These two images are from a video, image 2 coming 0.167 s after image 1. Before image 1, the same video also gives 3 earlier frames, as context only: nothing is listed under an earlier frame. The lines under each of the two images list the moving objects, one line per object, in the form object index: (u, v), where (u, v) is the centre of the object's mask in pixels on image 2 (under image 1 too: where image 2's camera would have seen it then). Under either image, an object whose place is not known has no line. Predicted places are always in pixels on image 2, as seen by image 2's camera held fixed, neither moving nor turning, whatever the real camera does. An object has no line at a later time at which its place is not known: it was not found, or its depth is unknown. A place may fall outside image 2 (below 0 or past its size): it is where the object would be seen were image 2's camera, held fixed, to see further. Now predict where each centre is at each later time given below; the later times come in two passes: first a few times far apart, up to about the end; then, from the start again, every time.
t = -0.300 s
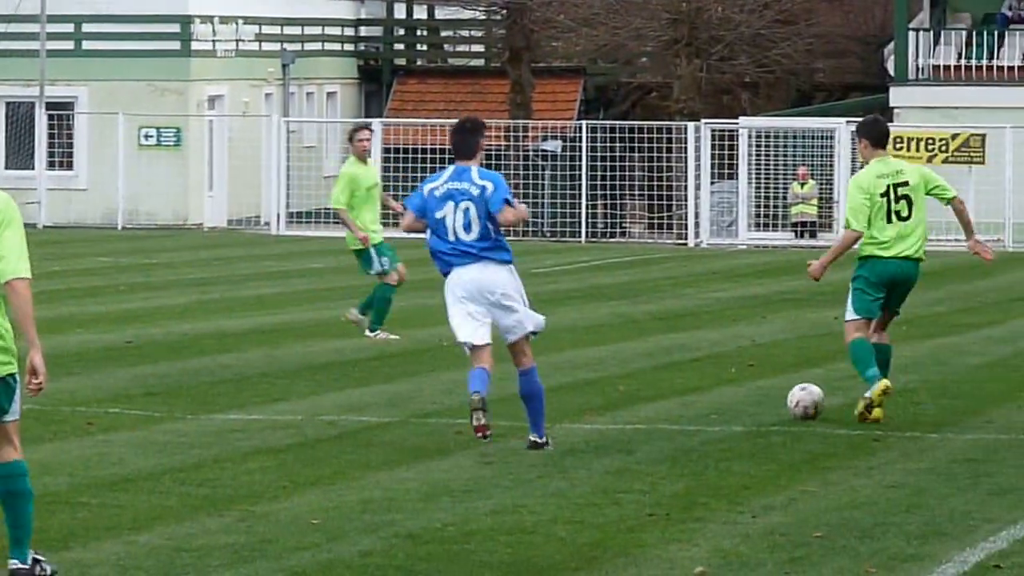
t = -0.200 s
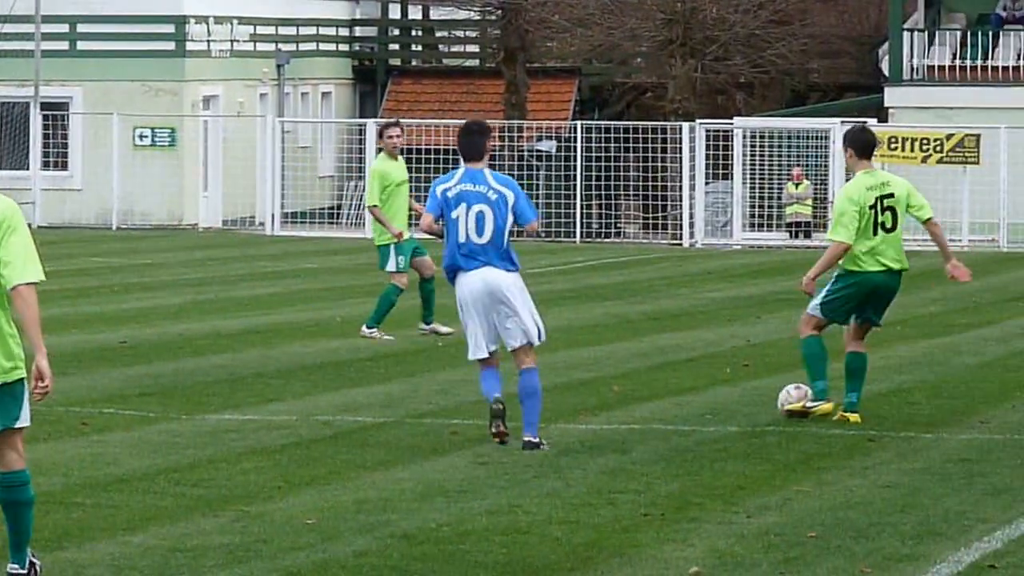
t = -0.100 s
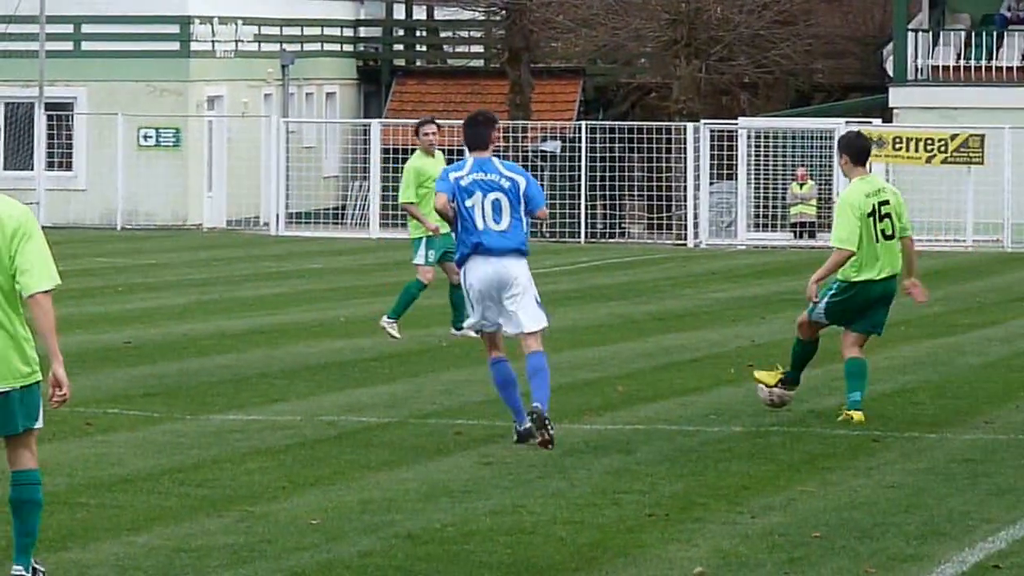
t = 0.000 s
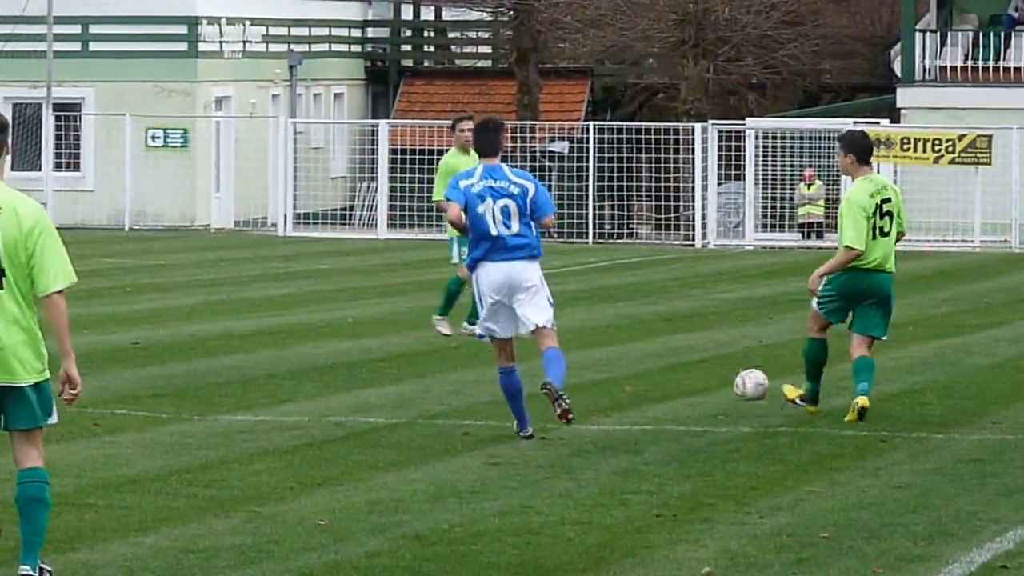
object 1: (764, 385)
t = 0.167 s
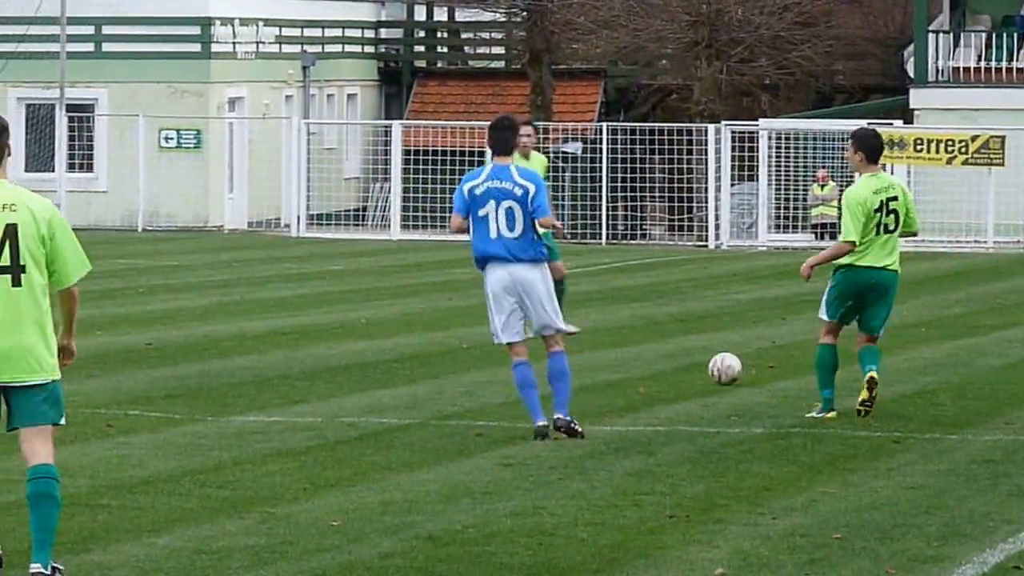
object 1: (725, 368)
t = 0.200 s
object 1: (719, 367)
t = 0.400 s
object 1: (692, 354)
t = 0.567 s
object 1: (681, 339)
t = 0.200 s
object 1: (719, 367)
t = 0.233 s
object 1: (713, 361)
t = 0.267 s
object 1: (709, 356)
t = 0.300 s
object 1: (705, 352)
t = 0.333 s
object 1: (700, 351)
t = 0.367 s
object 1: (696, 352)
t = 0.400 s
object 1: (692, 354)
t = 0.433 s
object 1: (689, 351)
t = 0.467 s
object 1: (687, 346)
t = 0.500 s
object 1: (685, 342)
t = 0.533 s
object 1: (682, 339)
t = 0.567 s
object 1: (681, 339)
